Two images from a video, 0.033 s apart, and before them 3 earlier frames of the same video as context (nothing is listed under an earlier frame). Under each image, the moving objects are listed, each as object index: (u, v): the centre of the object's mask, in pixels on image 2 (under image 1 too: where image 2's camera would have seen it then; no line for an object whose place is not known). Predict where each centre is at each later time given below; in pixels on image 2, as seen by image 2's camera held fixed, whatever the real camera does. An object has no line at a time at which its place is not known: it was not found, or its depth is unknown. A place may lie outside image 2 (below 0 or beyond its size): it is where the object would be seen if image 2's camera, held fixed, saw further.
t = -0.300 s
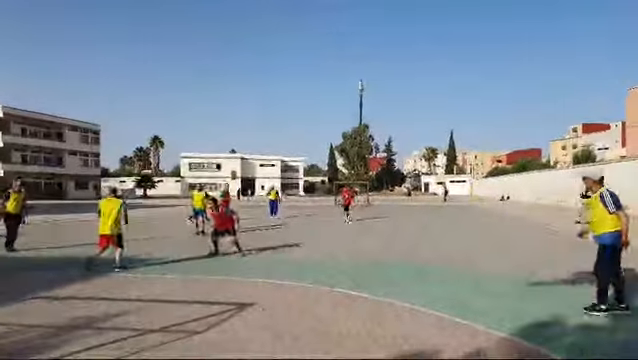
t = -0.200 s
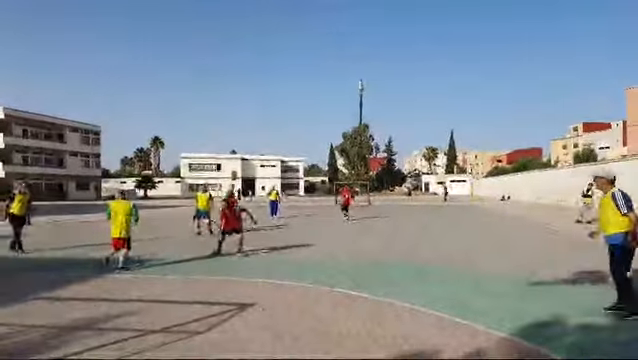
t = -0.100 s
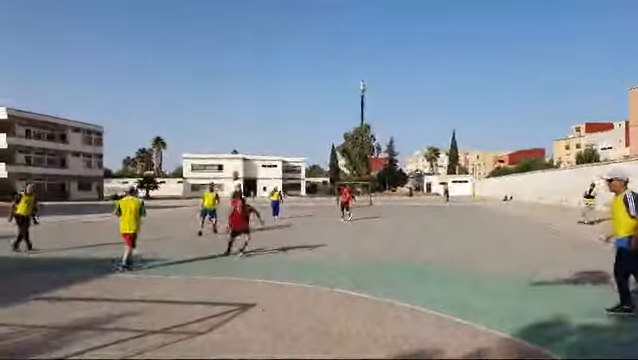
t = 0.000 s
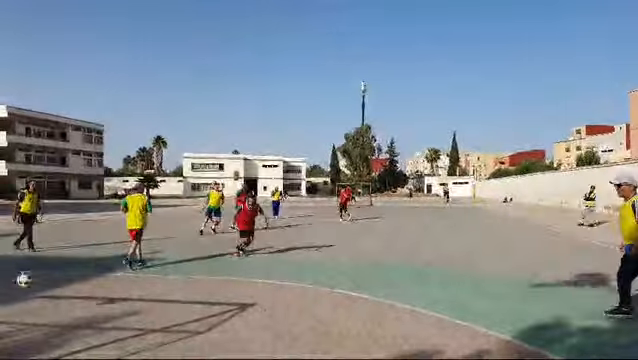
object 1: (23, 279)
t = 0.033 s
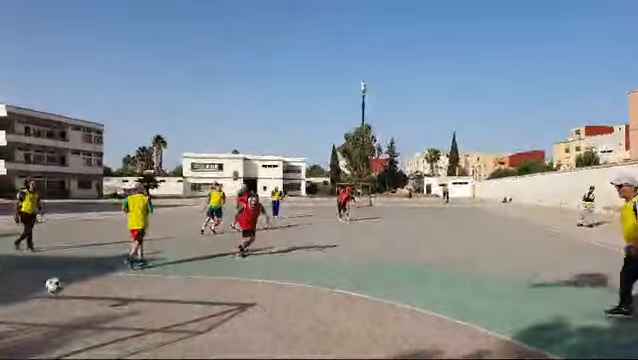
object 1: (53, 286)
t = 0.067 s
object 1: (82, 292)
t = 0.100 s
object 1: (110, 300)
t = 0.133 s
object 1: (134, 306)
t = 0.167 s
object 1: (151, 300)
